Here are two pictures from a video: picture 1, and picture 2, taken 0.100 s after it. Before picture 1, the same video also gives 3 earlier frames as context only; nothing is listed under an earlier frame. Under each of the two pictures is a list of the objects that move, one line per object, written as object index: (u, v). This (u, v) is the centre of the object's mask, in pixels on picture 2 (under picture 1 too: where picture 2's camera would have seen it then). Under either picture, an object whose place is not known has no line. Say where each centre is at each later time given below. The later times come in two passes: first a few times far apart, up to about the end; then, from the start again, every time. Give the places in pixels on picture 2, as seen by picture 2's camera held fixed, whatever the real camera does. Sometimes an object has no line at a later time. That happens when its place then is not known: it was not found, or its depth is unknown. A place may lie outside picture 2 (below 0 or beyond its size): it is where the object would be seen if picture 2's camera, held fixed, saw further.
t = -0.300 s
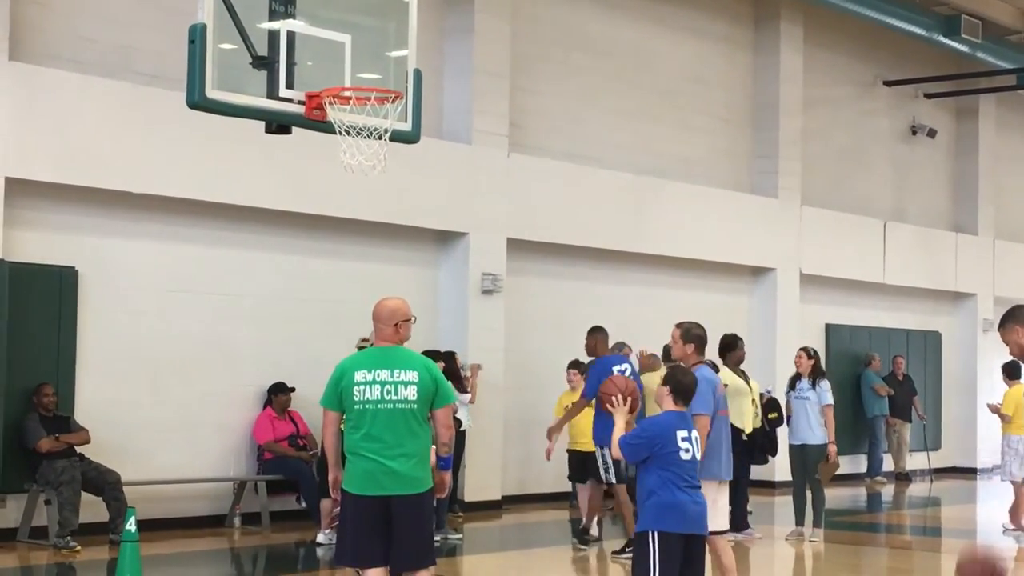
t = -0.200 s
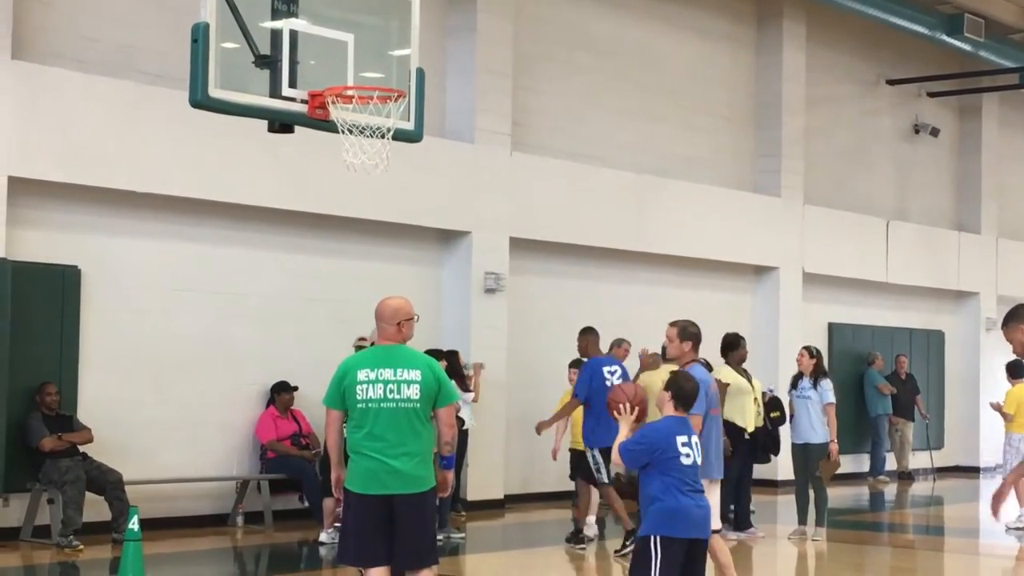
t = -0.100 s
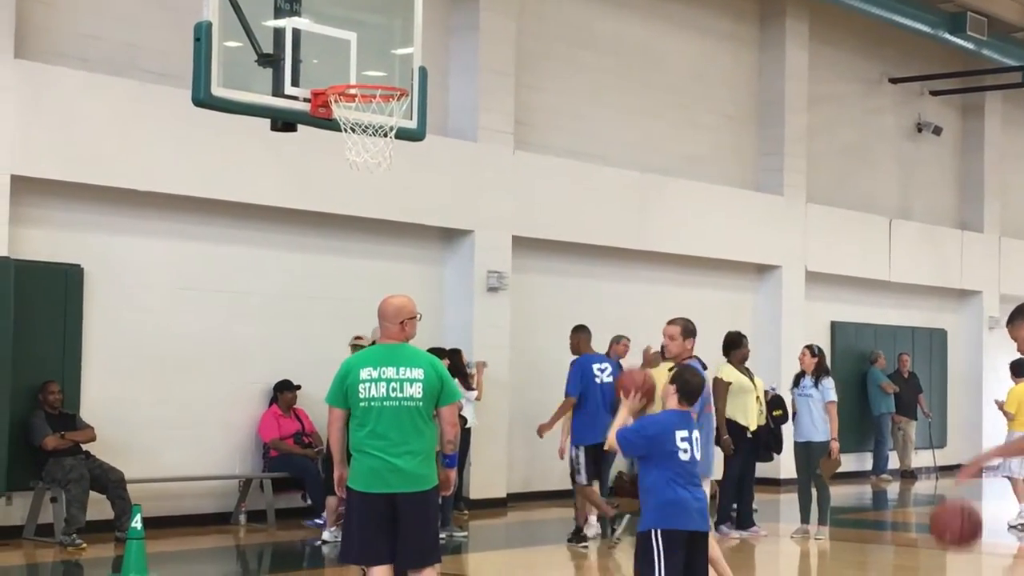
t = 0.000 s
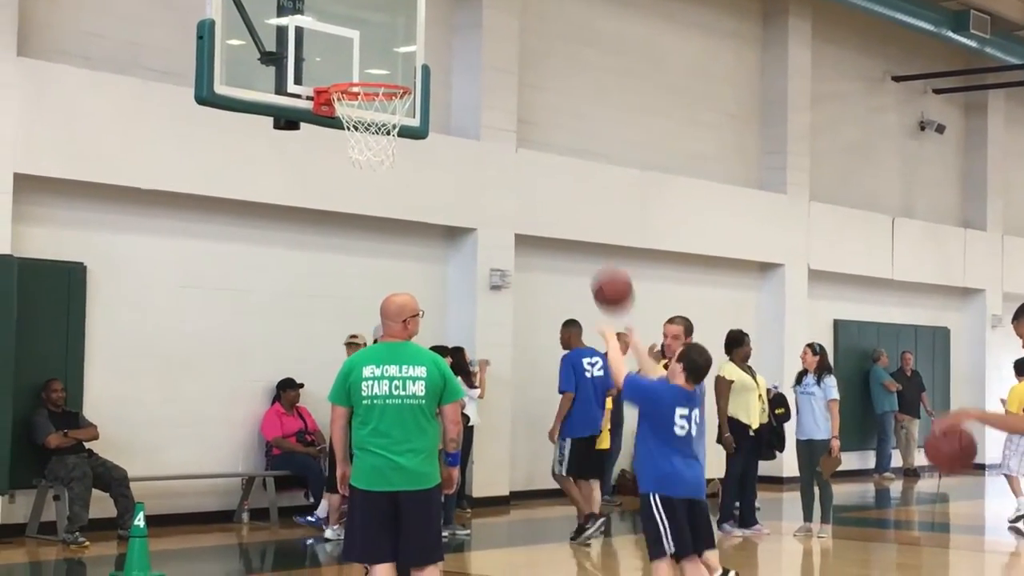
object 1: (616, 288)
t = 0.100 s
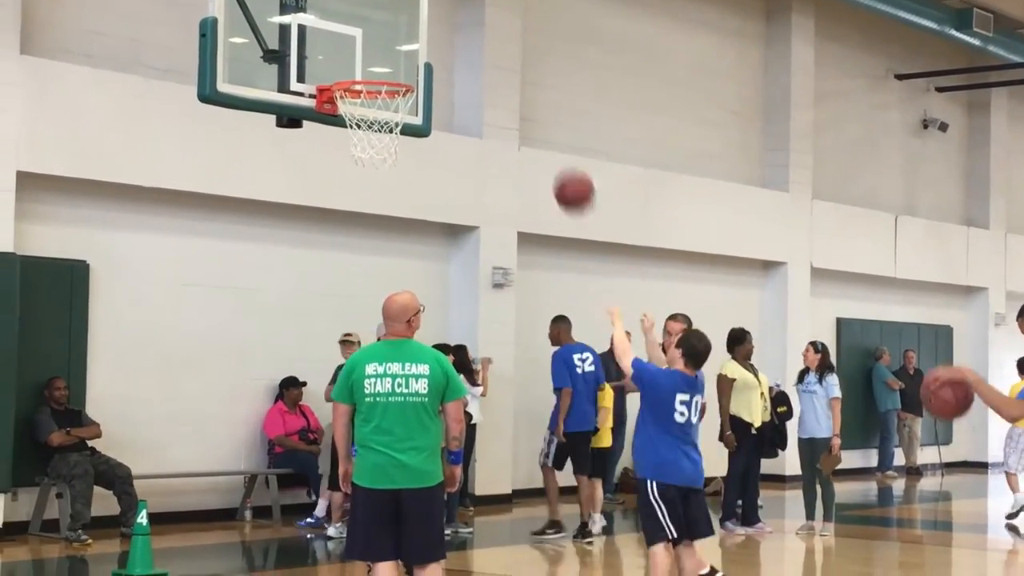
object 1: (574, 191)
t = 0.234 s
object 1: (521, 96)
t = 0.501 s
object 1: (423, 17)
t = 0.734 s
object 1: (343, 30)
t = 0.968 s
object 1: (391, 106)
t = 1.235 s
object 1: (384, 142)
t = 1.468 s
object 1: (361, 250)
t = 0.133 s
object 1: (560, 163)
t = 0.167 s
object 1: (547, 138)
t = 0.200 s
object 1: (534, 116)
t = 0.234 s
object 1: (521, 96)
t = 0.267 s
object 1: (508, 77)
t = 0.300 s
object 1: (495, 61)
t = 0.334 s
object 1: (483, 48)
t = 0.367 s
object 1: (471, 36)
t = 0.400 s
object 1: (458, 26)
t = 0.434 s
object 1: (447, 21)
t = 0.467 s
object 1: (435, 19)
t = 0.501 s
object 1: (423, 17)
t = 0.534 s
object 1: (411, 16)
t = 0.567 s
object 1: (400, 16)
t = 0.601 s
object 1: (389, 17)
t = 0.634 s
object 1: (377, 19)
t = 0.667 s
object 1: (366, 21)
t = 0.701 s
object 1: (354, 25)
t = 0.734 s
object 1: (343, 30)
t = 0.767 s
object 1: (338, 39)
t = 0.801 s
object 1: (347, 46)
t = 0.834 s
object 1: (356, 55)
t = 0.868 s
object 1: (364, 64)
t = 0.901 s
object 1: (374, 75)
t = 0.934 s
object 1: (382, 92)
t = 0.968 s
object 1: (391, 106)
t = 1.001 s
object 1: (394, 109)
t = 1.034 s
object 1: (394, 111)
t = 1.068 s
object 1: (394, 113)
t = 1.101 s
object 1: (393, 116)
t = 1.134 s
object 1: (389, 123)
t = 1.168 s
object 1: (387, 129)
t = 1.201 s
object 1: (385, 135)
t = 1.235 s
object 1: (384, 142)
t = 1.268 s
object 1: (381, 153)
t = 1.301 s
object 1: (378, 165)
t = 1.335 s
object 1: (374, 178)
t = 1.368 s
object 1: (372, 193)
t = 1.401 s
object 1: (368, 211)
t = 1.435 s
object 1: (364, 230)
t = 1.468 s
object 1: (361, 250)
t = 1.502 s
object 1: (357, 271)
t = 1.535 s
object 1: (354, 295)
